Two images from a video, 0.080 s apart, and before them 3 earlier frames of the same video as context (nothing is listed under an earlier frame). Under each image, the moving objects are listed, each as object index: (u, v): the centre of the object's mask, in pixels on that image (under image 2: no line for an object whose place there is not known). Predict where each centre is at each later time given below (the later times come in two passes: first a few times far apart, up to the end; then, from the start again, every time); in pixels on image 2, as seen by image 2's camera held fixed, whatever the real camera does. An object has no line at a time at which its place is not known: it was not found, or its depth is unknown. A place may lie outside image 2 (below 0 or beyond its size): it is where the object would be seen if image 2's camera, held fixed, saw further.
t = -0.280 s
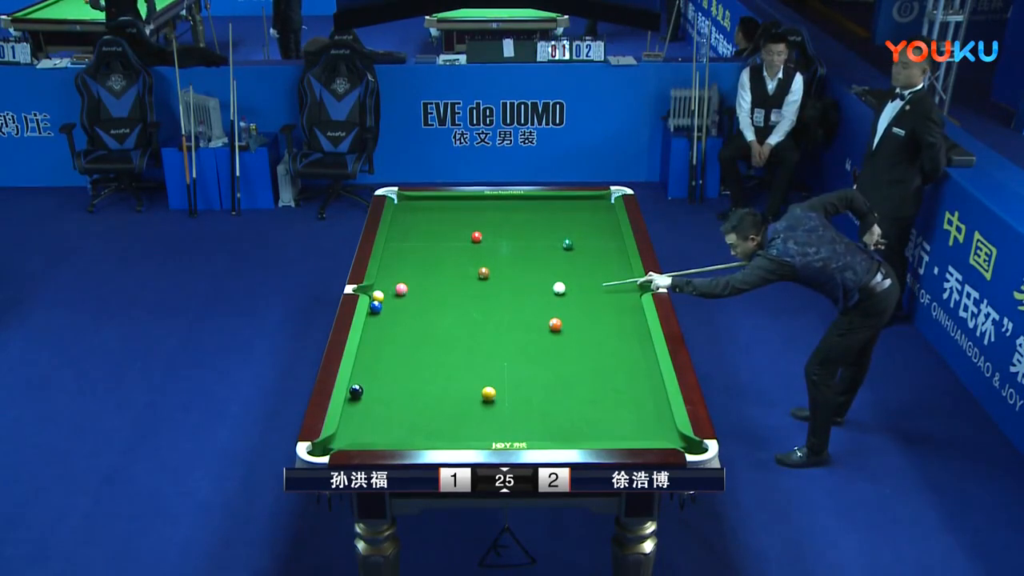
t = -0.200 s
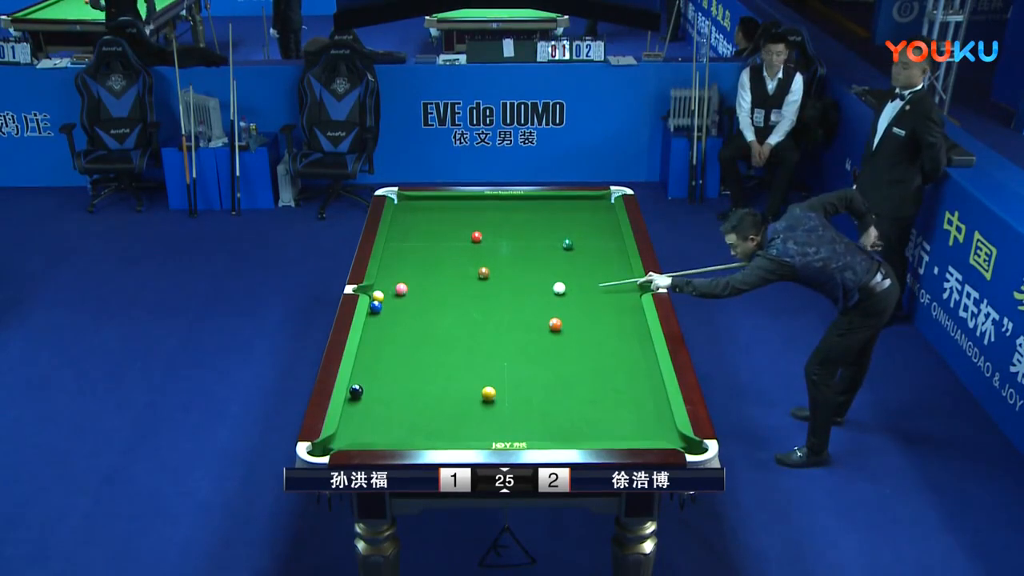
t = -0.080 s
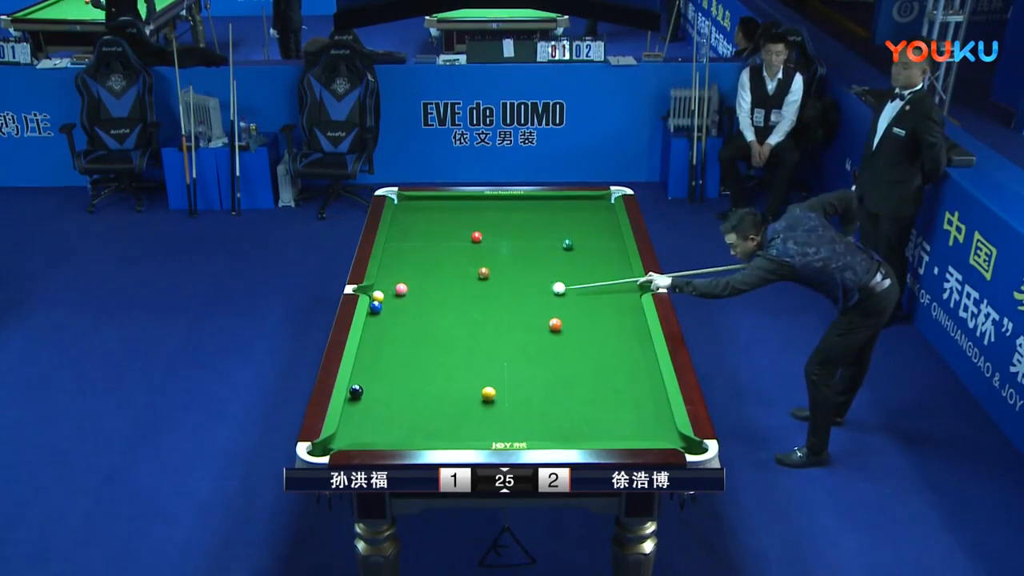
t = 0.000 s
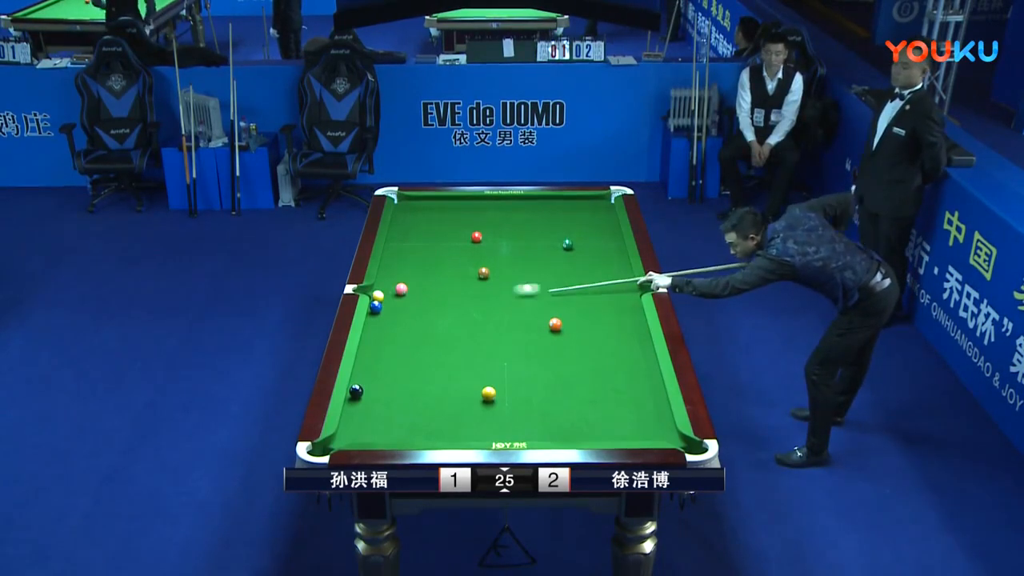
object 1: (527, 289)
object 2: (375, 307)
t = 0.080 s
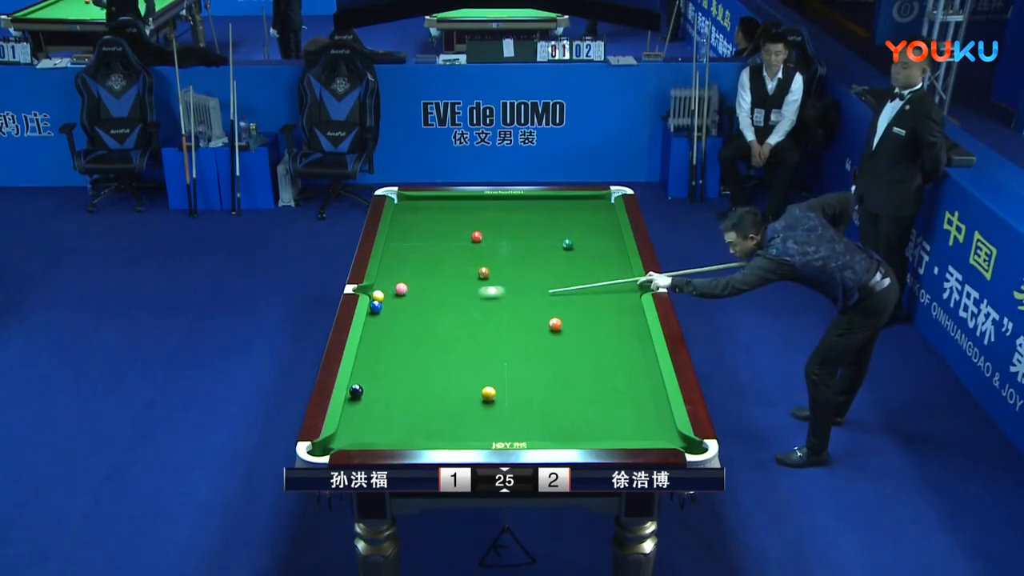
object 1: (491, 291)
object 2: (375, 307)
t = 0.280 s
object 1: (414, 297)
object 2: (375, 307)
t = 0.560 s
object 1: (379, 303)
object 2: (383, 314)
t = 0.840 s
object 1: (380, 308)
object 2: (399, 323)
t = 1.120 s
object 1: (385, 312)
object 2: (415, 332)
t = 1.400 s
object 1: (391, 316)
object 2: (431, 341)
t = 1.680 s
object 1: (396, 319)
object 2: (446, 350)
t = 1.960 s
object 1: (400, 322)
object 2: (461, 358)
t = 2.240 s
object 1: (404, 325)
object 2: (475, 365)
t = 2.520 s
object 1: (406, 326)
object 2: (489, 373)
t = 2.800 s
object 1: (408, 328)
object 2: (502, 380)
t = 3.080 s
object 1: (410, 329)
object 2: (514, 386)
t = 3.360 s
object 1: (410, 329)
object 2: (525, 391)
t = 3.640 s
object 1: (410, 329)
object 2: (535, 397)
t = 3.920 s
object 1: (410, 329)
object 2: (544, 401)
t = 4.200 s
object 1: (410, 329)
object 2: (551, 404)
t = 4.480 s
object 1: (410, 329)
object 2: (558, 408)
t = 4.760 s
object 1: (410, 329)
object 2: (564, 410)
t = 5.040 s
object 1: (410, 329)
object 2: (567, 411)
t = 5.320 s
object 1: (410, 329)
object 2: (570, 412)
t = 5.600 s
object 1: (410, 329)
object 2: (572, 413)
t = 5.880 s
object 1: (410, 329)
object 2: (572, 413)
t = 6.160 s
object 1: (410, 329)
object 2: (572, 413)
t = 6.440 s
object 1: (410, 329)
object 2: (572, 413)
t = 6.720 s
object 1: (410, 329)
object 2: (572, 413)
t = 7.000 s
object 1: (410, 329)
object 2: (572, 414)
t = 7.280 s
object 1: (410, 329)
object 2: (572, 414)
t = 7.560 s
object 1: (410, 329)
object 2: (572, 413)
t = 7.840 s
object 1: (410, 329)
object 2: (572, 414)
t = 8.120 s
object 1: (410, 329)
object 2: (572, 413)
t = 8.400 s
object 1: (410, 329)
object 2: (572, 413)
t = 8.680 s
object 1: (410, 329)
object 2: (572, 413)
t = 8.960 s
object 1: (410, 329)
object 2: (572, 413)
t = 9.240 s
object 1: (410, 329)
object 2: (572, 413)
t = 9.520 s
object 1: (410, 329)
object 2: (572, 413)
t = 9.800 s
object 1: (410, 329)
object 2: (572, 413)
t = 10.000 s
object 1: (410, 329)
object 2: (572, 413)
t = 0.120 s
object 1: (474, 293)
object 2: (375, 307)
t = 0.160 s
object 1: (459, 294)
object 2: (375, 307)
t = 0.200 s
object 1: (443, 294)
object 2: (375, 307)
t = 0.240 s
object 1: (428, 296)
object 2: (375, 307)
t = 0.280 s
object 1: (414, 297)
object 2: (375, 307)
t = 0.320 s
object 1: (399, 297)
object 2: (375, 306)
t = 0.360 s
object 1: (389, 299)
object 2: (375, 307)
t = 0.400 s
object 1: (384, 301)
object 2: (375, 307)
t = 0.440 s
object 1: (384, 302)
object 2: (375, 309)
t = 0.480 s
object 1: (383, 302)
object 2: (377, 311)
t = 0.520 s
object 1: (381, 302)
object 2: (380, 312)
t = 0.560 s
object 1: (379, 303)
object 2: (383, 314)
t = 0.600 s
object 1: (377, 304)
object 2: (385, 315)
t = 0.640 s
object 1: (375, 304)
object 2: (387, 317)
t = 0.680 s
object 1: (376, 305)
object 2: (390, 318)
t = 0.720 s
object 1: (377, 306)
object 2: (392, 319)
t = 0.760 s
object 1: (378, 307)
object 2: (394, 321)
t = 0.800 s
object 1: (379, 307)
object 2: (396, 322)
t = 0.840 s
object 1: (380, 308)
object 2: (399, 323)
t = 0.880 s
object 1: (381, 308)
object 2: (401, 325)
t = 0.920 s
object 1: (381, 309)
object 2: (404, 326)
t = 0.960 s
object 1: (382, 310)
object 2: (406, 327)
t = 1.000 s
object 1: (383, 310)
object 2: (408, 328)
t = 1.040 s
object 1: (384, 311)
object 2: (411, 330)
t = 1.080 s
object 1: (385, 312)
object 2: (413, 331)
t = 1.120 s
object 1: (385, 312)
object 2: (415, 332)
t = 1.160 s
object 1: (386, 313)
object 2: (417, 334)
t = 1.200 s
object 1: (387, 313)
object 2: (419, 335)
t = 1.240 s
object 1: (388, 314)
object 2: (422, 336)
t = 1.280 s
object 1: (389, 314)
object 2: (424, 337)
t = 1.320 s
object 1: (390, 315)
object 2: (426, 339)
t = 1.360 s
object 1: (390, 316)
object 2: (429, 340)
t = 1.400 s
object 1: (391, 316)
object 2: (431, 341)
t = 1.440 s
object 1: (392, 316)
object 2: (433, 342)
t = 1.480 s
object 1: (393, 317)
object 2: (435, 344)
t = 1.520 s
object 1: (393, 318)
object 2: (438, 345)
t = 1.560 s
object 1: (394, 318)
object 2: (440, 346)
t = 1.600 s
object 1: (395, 319)
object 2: (441, 347)
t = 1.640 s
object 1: (395, 319)
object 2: (444, 348)
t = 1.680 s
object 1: (396, 319)
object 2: (446, 350)
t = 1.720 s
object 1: (397, 320)
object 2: (448, 351)
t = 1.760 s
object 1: (397, 320)
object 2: (450, 352)
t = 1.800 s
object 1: (398, 321)
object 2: (452, 353)
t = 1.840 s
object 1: (399, 321)
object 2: (455, 355)
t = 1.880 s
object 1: (399, 321)
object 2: (457, 355)
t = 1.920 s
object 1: (400, 322)
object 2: (459, 357)
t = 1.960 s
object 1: (400, 322)
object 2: (461, 358)
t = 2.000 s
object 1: (401, 323)
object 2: (463, 359)
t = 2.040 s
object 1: (402, 323)
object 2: (465, 360)
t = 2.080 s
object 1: (402, 323)
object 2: (467, 361)
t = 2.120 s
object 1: (402, 324)
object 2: (469, 362)
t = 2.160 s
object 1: (403, 324)
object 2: (471, 363)
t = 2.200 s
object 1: (403, 324)
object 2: (473, 365)
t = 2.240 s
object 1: (404, 325)
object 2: (475, 365)
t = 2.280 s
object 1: (404, 325)
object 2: (477, 366)
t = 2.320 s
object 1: (405, 325)
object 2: (479, 367)
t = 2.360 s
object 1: (405, 325)
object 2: (481, 369)
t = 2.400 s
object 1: (405, 326)
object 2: (483, 370)
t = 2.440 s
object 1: (406, 326)
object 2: (485, 370)
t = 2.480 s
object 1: (406, 326)
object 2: (487, 372)
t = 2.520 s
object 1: (406, 326)
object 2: (489, 373)
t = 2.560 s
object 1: (407, 327)
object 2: (491, 374)
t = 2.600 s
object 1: (407, 327)
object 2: (493, 375)
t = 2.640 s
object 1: (407, 327)
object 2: (495, 376)
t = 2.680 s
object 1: (408, 327)
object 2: (497, 376)
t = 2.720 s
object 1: (408, 328)
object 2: (498, 377)
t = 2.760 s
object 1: (408, 328)
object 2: (500, 379)
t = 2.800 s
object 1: (408, 328)
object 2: (502, 380)
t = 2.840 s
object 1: (409, 328)
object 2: (504, 380)
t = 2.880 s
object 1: (409, 328)
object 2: (506, 381)
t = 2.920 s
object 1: (409, 328)
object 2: (507, 382)
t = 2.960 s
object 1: (409, 328)
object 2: (509, 383)
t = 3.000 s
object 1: (409, 329)
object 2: (511, 384)
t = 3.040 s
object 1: (409, 329)
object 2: (512, 385)
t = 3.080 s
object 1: (410, 329)
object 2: (514, 386)
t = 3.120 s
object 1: (410, 329)
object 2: (516, 387)
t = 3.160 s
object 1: (410, 329)
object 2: (517, 388)
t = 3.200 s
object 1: (410, 329)
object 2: (519, 388)
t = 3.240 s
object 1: (410, 329)
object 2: (520, 389)
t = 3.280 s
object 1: (410, 329)
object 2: (522, 390)
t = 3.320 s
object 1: (410, 329)
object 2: (523, 391)
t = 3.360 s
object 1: (410, 329)
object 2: (525, 391)
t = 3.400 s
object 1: (410, 329)
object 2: (527, 392)
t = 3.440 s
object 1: (410, 329)
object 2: (528, 393)
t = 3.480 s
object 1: (410, 329)
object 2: (529, 394)
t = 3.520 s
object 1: (410, 329)
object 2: (531, 394)
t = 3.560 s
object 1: (410, 329)
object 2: (532, 395)
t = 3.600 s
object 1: (410, 329)
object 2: (533, 396)
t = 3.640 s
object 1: (410, 329)
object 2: (535, 397)
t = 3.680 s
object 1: (410, 329)
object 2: (536, 397)
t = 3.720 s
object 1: (410, 329)
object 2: (537, 398)
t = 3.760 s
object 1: (410, 329)
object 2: (539, 399)
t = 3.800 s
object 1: (410, 329)
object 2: (540, 399)
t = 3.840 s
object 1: (410, 329)
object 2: (541, 400)
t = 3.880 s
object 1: (410, 329)
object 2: (543, 400)
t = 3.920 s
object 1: (410, 329)
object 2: (544, 401)
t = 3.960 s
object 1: (410, 329)
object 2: (545, 401)
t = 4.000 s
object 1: (410, 329)
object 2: (546, 402)
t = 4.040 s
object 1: (410, 329)
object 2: (547, 402)
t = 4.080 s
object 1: (410, 329)
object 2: (548, 402)
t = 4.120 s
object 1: (410, 329)
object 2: (549, 403)
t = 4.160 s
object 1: (410, 329)
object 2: (550, 404)
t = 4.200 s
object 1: (410, 329)
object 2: (551, 404)
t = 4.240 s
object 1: (410, 329)
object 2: (553, 405)
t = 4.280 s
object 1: (410, 329)
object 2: (553, 405)
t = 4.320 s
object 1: (410, 329)
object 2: (554, 406)
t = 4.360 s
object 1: (410, 329)
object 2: (555, 406)
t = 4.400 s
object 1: (410, 329)
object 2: (556, 407)
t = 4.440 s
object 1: (410, 329)
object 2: (557, 407)
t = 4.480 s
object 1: (410, 329)
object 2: (558, 408)
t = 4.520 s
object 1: (410, 329)
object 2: (559, 408)
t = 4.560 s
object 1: (410, 329)
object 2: (560, 408)
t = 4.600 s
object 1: (410, 329)
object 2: (561, 408)
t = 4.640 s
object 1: (410, 329)
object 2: (561, 408)
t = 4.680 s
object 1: (410, 329)
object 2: (562, 409)
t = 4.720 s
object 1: (410, 329)
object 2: (563, 409)
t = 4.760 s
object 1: (410, 329)
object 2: (564, 410)
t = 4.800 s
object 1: (410, 329)
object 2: (564, 410)
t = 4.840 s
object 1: (410, 329)
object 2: (565, 410)
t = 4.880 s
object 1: (410, 329)
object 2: (565, 410)
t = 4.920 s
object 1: (410, 329)
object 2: (566, 411)
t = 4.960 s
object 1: (410, 329)
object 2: (566, 411)
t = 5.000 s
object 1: (410, 329)
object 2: (567, 411)
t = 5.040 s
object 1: (410, 329)
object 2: (567, 411)
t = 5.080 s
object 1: (410, 329)
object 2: (568, 412)
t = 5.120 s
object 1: (410, 329)
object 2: (568, 412)
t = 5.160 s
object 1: (410, 329)
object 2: (569, 412)
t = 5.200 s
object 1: (410, 329)
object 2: (569, 412)
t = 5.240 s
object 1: (410, 329)
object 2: (570, 412)
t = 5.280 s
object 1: (410, 329)
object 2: (570, 412)
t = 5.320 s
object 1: (410, 329)
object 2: (570, 412)
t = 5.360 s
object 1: (410, 329)
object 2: (571, 413)
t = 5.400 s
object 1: (410, 329)
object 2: (571, 413)
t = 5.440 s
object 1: (410, 329)
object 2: (571, 413)
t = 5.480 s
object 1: (410, 329)
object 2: (571, 413)
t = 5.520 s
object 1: (410, 329)
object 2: (571, 413)
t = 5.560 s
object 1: (410, 329)
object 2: (571, 413)
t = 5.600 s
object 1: (410, 329)
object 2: (572, 413)
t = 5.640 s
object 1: (410, 329)
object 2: (572, 413)
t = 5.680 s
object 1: (410, 329)
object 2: (572, 413)
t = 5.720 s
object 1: (410, 329)
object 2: (572, 413)
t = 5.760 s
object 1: (410, 329)
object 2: (572, 413)
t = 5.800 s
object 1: (410, 329)
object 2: (572, 413)
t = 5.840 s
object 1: (410, 329)
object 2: (572, 413)
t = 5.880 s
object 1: (410, 329)
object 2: (572, 413)
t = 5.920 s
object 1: (410, 329)
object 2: (572, 413)
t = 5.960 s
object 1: (410, 329)
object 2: (572, 413)
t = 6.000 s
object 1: (410, 329)
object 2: (572, 413)
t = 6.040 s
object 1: (410, 329)
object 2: (572, 413)
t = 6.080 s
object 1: (410, 329)
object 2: (572, 413)
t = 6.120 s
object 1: (410, 329)
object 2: (572, 413)
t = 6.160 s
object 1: (410, 329)
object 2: (572, 413)
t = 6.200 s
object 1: (410, 329)
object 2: (572, 413)
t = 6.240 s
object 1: (410, 329)
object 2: (572, 413)
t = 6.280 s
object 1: (410, 329)
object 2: (572, 413)
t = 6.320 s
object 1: (410, 329)
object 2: (572, 413)
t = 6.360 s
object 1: (410, 329)
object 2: (572, 413)
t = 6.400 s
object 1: (410, 329)
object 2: (572, 413)
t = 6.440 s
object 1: (410, 329)
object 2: (572, 413)
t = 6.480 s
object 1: (410, 329)
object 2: (572, 413)
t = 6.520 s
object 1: (410, 329)
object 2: (572, 413)
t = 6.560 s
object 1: (410, 329)
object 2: (572, 413)
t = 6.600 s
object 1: (410, 329)
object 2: (572, 413)
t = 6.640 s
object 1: (410, 329)
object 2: (572, 414)
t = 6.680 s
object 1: (410, 329)
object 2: (572, 413)
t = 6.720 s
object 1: (410, 329)
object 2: (572, 413)
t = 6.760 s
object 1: (410, 329)
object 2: (572, 413)
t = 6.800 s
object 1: (410, 329)
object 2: (572, 413)
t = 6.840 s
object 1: (410, 329)
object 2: (572, 413)
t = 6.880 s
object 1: (410, 329)
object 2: (572, 413)
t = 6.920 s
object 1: (410, 329)
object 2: (572, 413)
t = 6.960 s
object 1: (410, 329)
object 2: (572, 413)
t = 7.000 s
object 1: (410, 329)
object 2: (572, 414)
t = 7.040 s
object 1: (410, 329)
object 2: (572, 413)
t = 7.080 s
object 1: (410, 329)
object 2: (572, 413)
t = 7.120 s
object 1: (410, 329)
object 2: (572, 413)
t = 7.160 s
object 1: (410, 329)
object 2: (572, 413)
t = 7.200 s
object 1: (410, 329)
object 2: (572, 413)
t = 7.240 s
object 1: (410, 329)
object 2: (572, 413)
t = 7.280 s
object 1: (410, 329)
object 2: (572, 414)
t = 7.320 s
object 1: (410, 329)
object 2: (572, 414)
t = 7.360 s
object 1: (410, 329)
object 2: (572, 413)
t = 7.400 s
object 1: (410, 329)
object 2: (572, 413)
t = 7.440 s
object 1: (410, 329)
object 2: (572, 414)
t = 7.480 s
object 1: (410, 329)
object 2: (572, 413)
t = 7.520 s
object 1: (410, 329)
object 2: (572, 413)
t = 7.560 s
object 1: (410, 329)
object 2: (572, 413)
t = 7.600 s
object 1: (410, 329)
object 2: (572, 413)
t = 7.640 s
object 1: (410, 329)
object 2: (572, 413)
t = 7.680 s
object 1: (410, 329)
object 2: (572, 413)
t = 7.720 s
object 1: (410, 329)
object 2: (572, 413)
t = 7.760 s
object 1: (410, 329)
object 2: (572, 414)
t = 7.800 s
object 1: (410, 329)
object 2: (572, 413)
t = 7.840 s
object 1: (410, 329)
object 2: (572, 414)
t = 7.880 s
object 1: (410, 329)
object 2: (572, 413)
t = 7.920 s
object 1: (410, 329)
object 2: (572, 413)
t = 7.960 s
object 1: (410, 329)
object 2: (572, 413)
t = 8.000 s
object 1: (410, 329)
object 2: (572, 414)
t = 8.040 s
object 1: (410, 329)
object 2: (572, 413)
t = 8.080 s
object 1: (410, 329)
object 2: (572, 413)
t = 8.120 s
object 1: (410, 329)
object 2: (572, 413)
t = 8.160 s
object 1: (410, 329)
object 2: (572, 414)
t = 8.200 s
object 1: (410, 329)
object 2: (572, 413)
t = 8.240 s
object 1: (410, 329)
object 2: (572, 414)
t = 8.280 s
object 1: (410, 329)
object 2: (572, 413)
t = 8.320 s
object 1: (410, 329)
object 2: (572, 413)
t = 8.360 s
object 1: (410, 329)
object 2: (572, 413)
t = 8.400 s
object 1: (410, 329)
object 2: (572, 413)
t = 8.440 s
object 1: (410, 329)
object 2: (572, 413)
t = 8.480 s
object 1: (410, 329)
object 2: (572, 413)
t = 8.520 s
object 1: (410, 329)
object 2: (572, 414)
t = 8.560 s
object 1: (410, 329)
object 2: (572, 413)
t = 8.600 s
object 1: (410, 329)
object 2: (572, 413)
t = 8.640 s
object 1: (410, 329)
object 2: (572, 413)
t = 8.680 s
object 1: (410, 329)
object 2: (572, 413)
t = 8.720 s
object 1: (410, 329)
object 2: (572, 413)
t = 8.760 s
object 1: (410, 329)
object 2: (572, 413)
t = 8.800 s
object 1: (410, 329)
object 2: (572, 413)
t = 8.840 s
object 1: (410, 329)
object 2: (572, 413)
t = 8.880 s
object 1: (410, 329)
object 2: (572, 413)
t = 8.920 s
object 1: (410, 329)
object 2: (572, 413)
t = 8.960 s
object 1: (410, 329)
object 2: (572, 413)
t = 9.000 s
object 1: (410, 329)
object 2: (572, 413)
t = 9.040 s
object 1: (410, 329)
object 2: (572, 413)
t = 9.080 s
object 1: (410, 329)
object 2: (572, 413)
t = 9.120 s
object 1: (410, 329)
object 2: (572, 413)
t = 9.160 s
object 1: (410, 329)
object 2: (572, 413)
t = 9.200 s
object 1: (410, 329)
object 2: (572, 413)
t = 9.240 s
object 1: (410, 329)
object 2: (572, 413)
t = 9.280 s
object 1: (410, 329)
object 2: (572, 413)
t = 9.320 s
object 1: (410, 329)
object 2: (572, 413)
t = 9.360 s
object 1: (410, 329)
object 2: (572, 413)
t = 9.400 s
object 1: (410, 329)
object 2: (572, 414)
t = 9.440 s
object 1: (410, 329)
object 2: (572, 413)
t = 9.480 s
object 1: (410, 329)
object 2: (572, 413)
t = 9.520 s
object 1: (410, 329)
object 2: (572, 413)
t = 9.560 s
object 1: (410, 329)
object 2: (572, 413)
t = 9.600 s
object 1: (410, 329)
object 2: (572, 413)
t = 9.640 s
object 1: (410, 329)
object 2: (572, 413)
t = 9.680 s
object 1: (410, 329)
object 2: (572, 413)
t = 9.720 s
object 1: (410, 329)
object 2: (572, 413)
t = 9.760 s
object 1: (410, 329)
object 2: (572, 413)
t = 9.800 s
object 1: (410, 329)
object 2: (572, 413)
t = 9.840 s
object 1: (410, 329)
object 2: (572, 413)
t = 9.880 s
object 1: (410, 329)
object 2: (572, 413)
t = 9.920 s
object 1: (410, 329)
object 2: (572, 413)
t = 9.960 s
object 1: (410, 329)
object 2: (572, 413)
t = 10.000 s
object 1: (410, 329)
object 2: (572, 413)
